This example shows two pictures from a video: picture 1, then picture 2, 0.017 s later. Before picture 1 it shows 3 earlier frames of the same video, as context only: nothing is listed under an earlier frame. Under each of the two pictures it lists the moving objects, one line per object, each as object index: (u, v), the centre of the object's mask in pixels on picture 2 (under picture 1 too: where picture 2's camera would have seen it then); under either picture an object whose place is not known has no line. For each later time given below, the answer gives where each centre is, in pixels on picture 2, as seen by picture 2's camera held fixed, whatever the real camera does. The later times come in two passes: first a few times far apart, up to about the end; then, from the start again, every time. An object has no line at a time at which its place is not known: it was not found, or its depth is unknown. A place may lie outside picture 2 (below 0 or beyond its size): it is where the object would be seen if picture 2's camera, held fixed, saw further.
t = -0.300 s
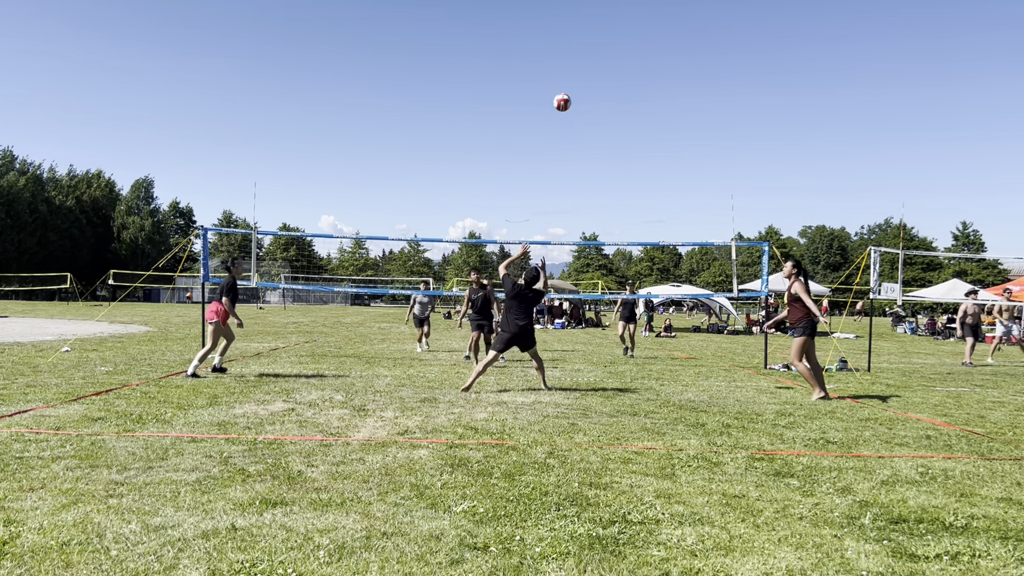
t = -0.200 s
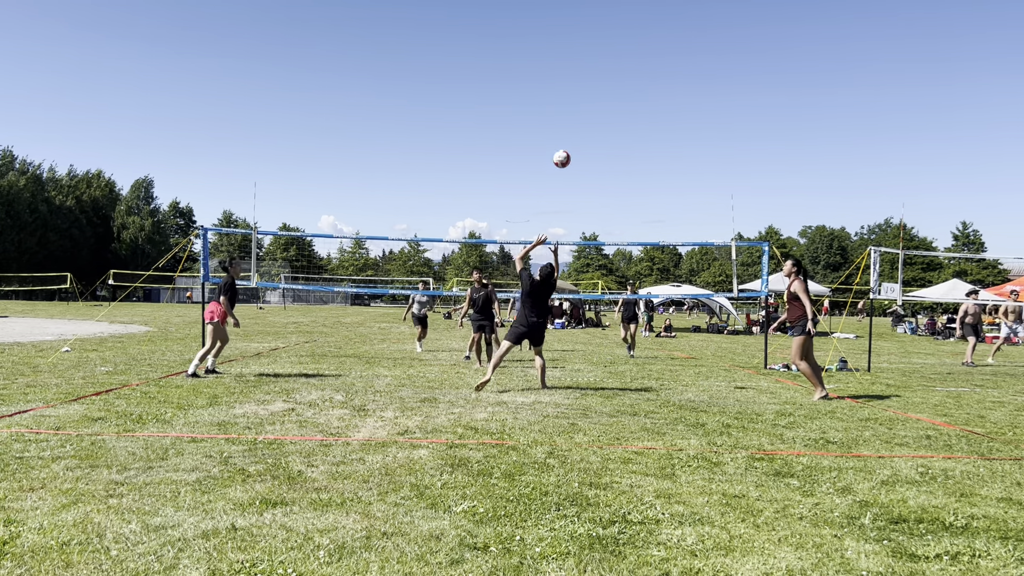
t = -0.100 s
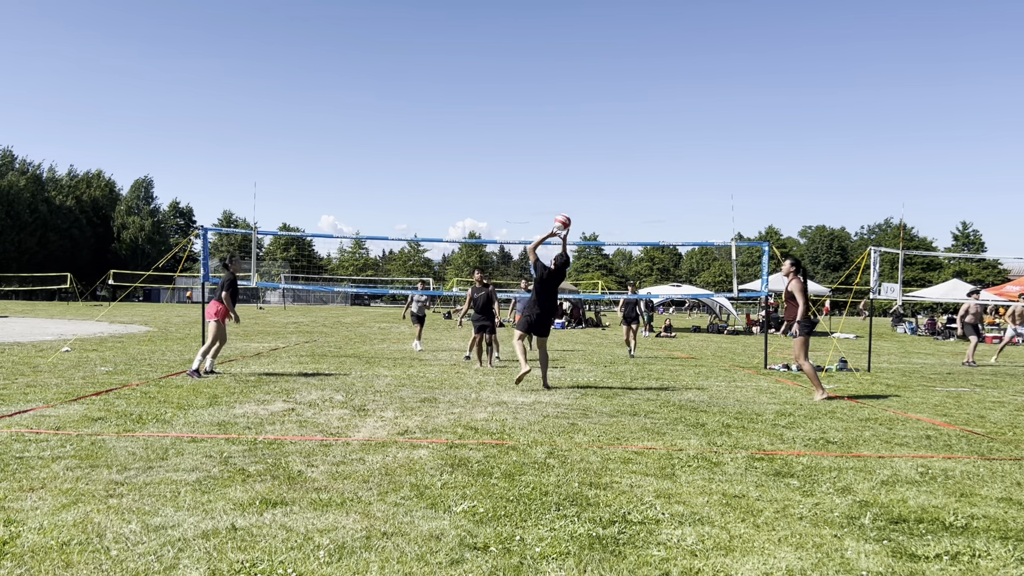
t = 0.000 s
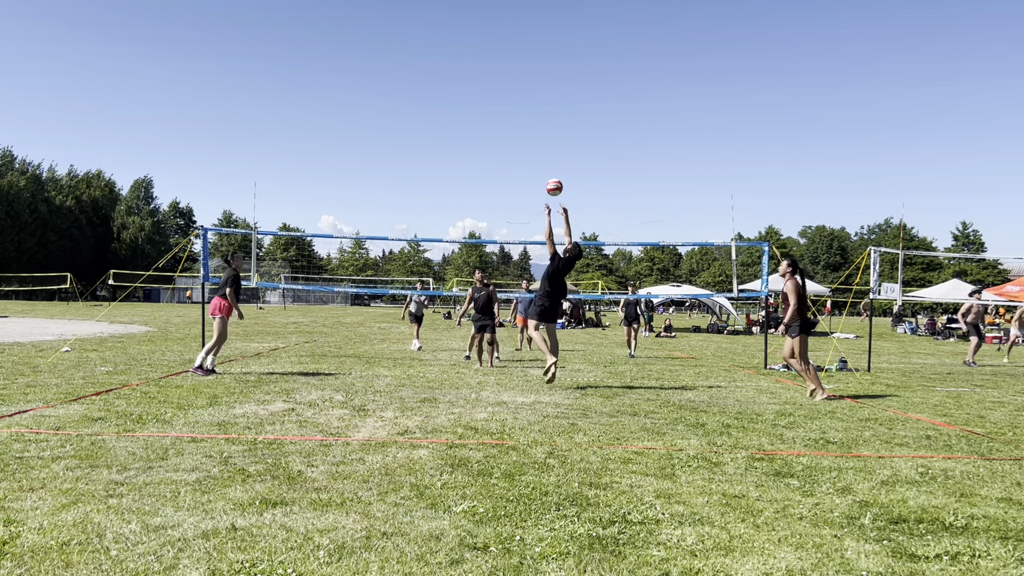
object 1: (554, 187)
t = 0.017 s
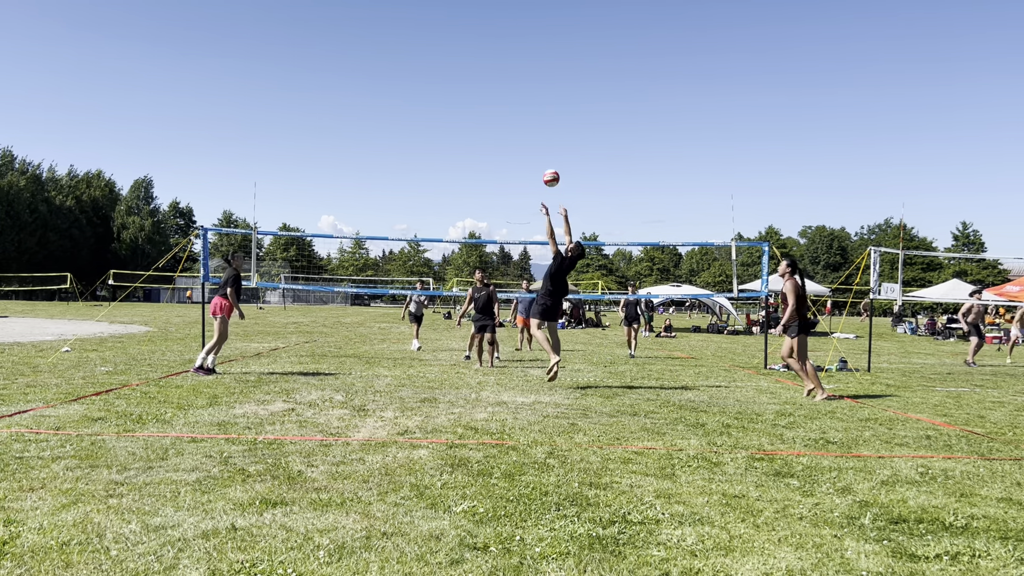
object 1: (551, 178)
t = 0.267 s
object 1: (509, 76)
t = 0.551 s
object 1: (476, 25)
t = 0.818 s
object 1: (455, 35)
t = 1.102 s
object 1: (441, 94)
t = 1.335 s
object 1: (434, 173)
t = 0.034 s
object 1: (548, 169)
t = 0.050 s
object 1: (545, 160)
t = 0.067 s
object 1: (541, 152)
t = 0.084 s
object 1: (539, 144)
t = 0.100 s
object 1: (536, 137)
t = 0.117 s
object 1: (533, 129)
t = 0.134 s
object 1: (530, 122)
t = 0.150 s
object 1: (527, 116)
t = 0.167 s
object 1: (524, 109)
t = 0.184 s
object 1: (521, 103)
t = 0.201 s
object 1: (519, 97)
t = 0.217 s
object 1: (516, 91)
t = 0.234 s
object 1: (514, 86)
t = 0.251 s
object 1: (511, 81)
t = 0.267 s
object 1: (509, 76)
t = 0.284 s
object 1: (506, 71)
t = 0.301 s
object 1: (504, 66)
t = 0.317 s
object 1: (502, 62)
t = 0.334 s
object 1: (500, 58)
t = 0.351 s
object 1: (497, 54)
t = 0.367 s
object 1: (495, 50)
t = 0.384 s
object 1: (493, 47)
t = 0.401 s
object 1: (491, 43)
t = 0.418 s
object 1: (490, 40)
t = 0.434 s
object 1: (488, 38)
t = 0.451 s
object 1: (486, 35)
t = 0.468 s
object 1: (484, 33)
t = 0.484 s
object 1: (482, 31)
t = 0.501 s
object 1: (481, 29)
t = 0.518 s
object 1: (479, 27)
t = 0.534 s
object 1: (477, 26)
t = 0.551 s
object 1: (476, 25)
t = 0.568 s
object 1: (474, 24)
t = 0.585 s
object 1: (473, 23)
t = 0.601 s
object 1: (471, 23)
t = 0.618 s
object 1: (470, 22)
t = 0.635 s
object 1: (468, 22)
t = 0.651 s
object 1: (467, 23)
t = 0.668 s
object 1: (465, 23)
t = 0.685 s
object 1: (464, 23)
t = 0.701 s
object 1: (463, 24)
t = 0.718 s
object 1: (462, 25)
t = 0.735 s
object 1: (460, 26)
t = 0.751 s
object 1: (459, 28)
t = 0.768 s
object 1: (458, 29)
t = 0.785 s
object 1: (457, 31)
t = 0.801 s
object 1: (456, 33)
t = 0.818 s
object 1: (455, 35)
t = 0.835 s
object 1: (454, 37)
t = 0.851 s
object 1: (453, 39)
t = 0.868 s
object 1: (452, 42)
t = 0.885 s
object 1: (451, 45)
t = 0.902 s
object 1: (450, 48)
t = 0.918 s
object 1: (449, 51)
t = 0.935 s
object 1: (448, 54)
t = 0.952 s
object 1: (447, 57)
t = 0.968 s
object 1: (447, 61)
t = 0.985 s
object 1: (446, 64)
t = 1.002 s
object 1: (445, 68)
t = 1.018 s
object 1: (444, 72)
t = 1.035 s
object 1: (443, 76)
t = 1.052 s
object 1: (443, 80)
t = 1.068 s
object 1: (442, 85)
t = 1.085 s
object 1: (441, 90)
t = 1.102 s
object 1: (441, 94)
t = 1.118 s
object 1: (440, 99)
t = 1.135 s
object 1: (440, 104)
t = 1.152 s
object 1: (439, 109)
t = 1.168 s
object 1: (438, 114)
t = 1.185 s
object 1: (438, 119)
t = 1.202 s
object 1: (438, 125)
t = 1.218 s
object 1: (437, 131)
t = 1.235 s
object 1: (436, 136)
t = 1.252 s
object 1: (436, 142)
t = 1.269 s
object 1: (435, 148)
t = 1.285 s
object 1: (435, 154)
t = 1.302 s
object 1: (434, 160)
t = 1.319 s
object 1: (434, 167)
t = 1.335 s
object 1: (434, 173)
